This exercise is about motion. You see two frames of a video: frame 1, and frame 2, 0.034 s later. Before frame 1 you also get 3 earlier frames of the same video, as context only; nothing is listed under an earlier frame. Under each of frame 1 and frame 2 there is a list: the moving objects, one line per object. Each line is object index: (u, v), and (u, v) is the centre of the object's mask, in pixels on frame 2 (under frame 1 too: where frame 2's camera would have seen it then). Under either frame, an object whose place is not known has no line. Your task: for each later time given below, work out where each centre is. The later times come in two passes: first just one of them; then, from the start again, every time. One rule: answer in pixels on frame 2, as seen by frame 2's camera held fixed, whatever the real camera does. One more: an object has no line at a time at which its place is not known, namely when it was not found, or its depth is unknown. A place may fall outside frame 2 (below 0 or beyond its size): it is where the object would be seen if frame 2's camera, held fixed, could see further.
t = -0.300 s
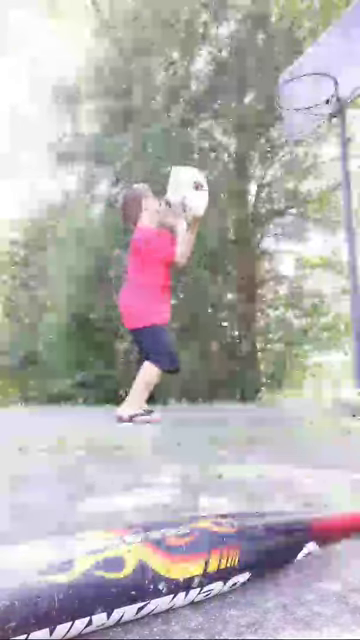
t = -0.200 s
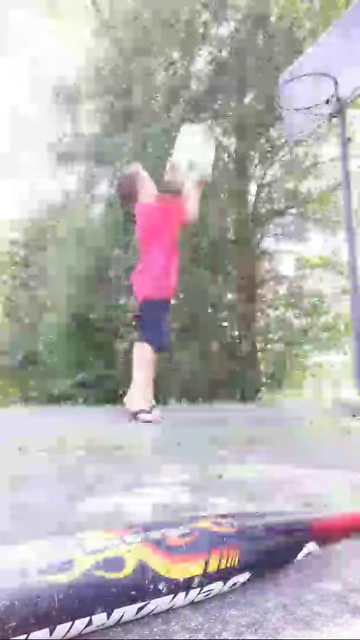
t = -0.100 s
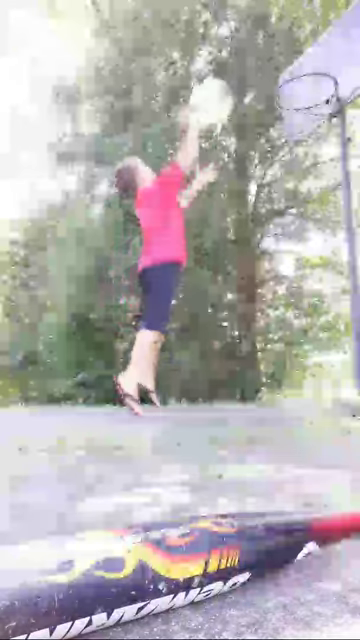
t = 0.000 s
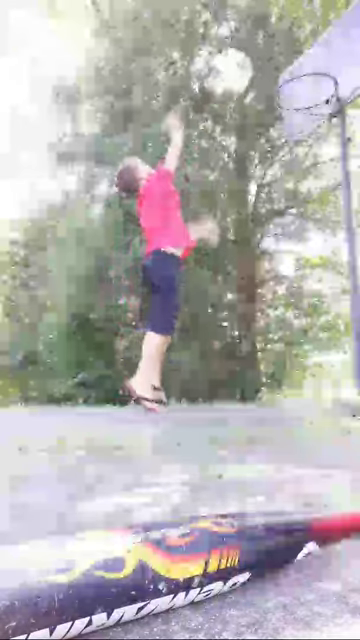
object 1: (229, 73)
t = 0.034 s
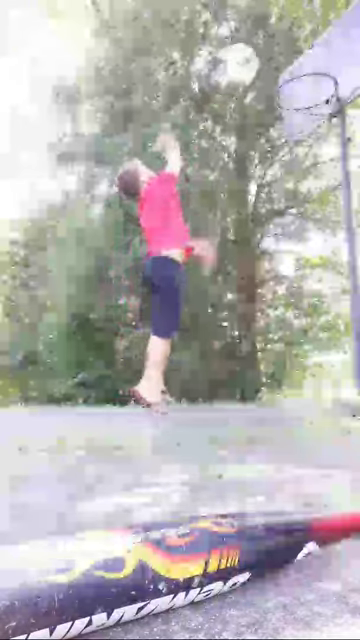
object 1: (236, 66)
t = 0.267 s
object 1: (276, 60)
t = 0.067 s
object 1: (241, 59)
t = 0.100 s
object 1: (247, 56)
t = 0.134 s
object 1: (252, 54)
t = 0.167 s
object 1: (259, 54)
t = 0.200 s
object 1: (266, 54)
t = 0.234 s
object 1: (270, 56)
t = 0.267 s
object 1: (276, 60)
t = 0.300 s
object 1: (279, 63)
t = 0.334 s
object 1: (281, 67)
